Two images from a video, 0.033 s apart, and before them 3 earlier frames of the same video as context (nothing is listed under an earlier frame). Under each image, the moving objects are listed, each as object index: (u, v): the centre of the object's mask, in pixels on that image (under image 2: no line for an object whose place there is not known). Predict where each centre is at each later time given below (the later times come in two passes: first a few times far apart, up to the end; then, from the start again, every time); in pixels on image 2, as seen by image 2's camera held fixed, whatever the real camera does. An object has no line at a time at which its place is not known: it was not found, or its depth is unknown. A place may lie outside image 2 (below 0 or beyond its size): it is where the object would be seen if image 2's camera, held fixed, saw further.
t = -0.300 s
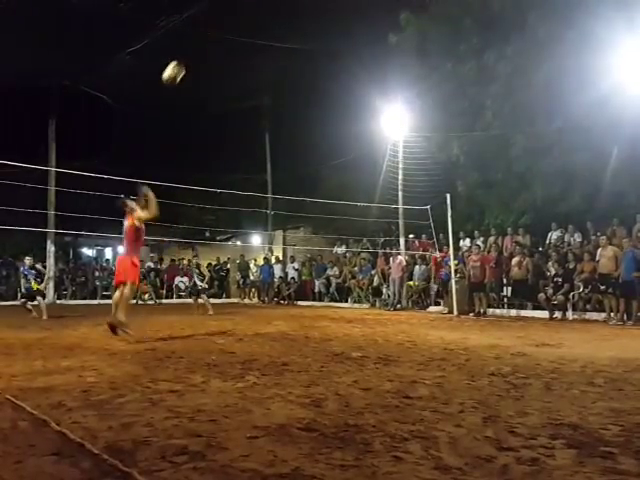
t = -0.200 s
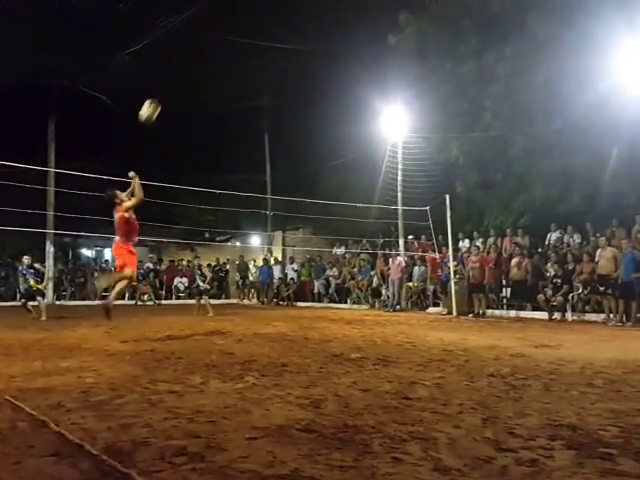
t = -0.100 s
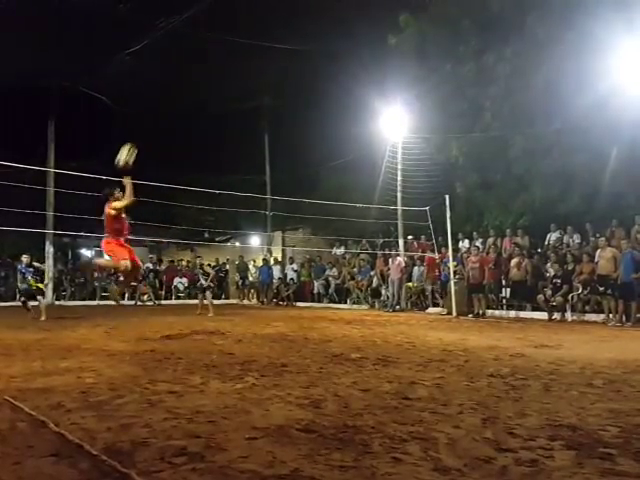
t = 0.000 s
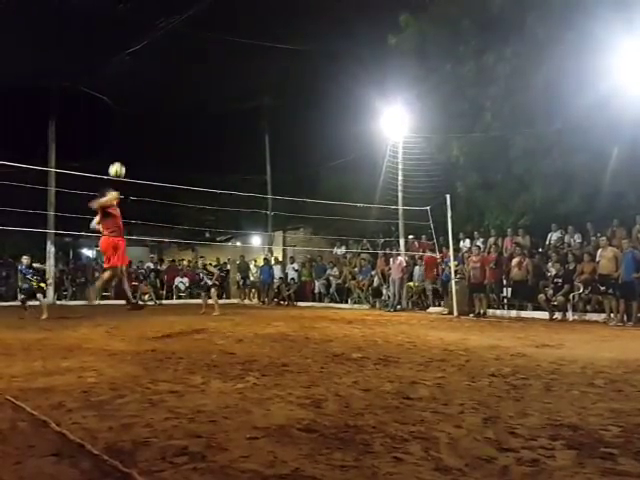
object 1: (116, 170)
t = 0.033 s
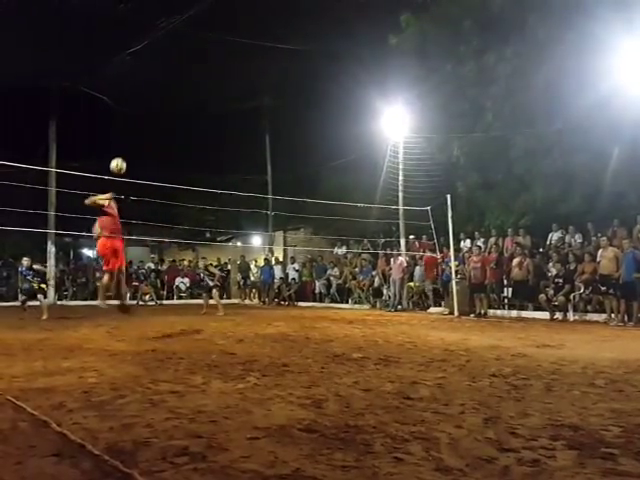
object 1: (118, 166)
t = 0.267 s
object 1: (119, 152)
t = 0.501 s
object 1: (121, 169)
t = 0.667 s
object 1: (120, 191)
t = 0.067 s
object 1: (118, 161)
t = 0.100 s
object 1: (118, 158)
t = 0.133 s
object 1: (118, 156)
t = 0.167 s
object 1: (119, 154)
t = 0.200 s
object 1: (119, 153)
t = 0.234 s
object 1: (119, 152)
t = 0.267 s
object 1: (119, 152)
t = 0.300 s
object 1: (120, 153)
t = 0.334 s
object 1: (120, 155)
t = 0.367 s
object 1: (120, 157)
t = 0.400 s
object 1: (121, 159)
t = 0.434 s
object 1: (121, 162)
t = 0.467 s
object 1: (121, 165)
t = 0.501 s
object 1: (121, 169)
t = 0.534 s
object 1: (121, 172)
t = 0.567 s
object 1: (120, 176)
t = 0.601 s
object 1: (120, 181)
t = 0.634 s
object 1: (120, 187)
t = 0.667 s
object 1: (120, 191)
